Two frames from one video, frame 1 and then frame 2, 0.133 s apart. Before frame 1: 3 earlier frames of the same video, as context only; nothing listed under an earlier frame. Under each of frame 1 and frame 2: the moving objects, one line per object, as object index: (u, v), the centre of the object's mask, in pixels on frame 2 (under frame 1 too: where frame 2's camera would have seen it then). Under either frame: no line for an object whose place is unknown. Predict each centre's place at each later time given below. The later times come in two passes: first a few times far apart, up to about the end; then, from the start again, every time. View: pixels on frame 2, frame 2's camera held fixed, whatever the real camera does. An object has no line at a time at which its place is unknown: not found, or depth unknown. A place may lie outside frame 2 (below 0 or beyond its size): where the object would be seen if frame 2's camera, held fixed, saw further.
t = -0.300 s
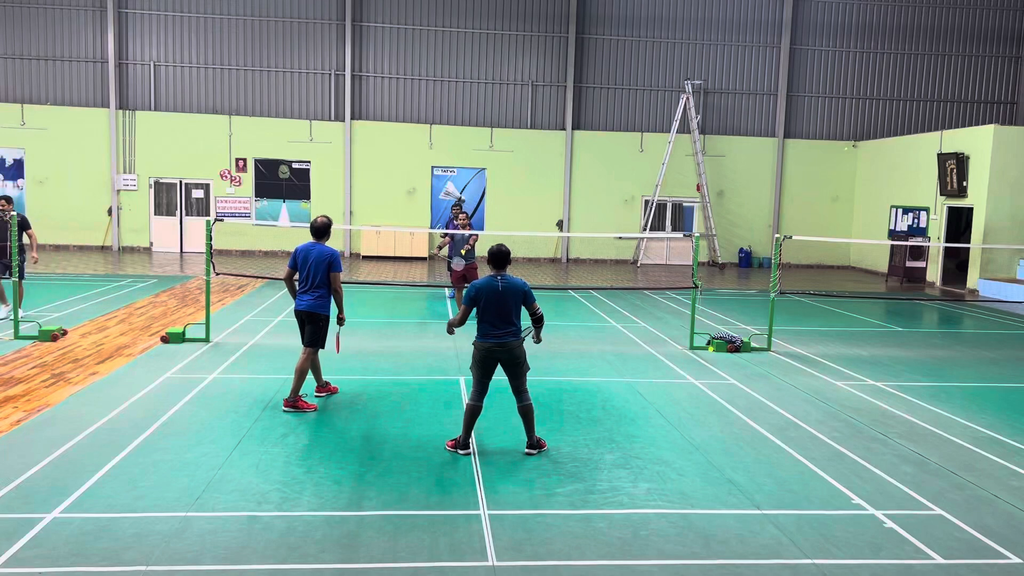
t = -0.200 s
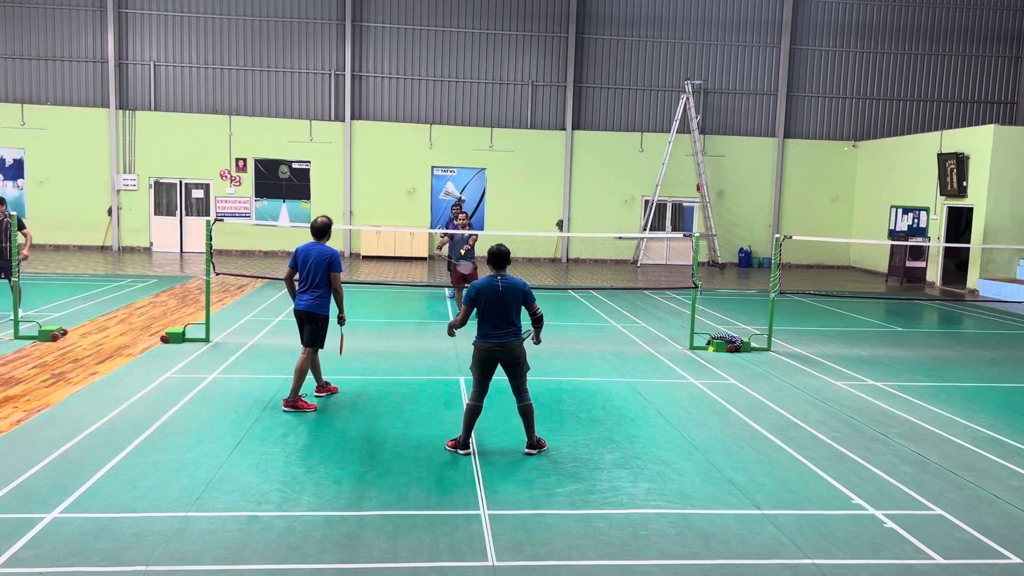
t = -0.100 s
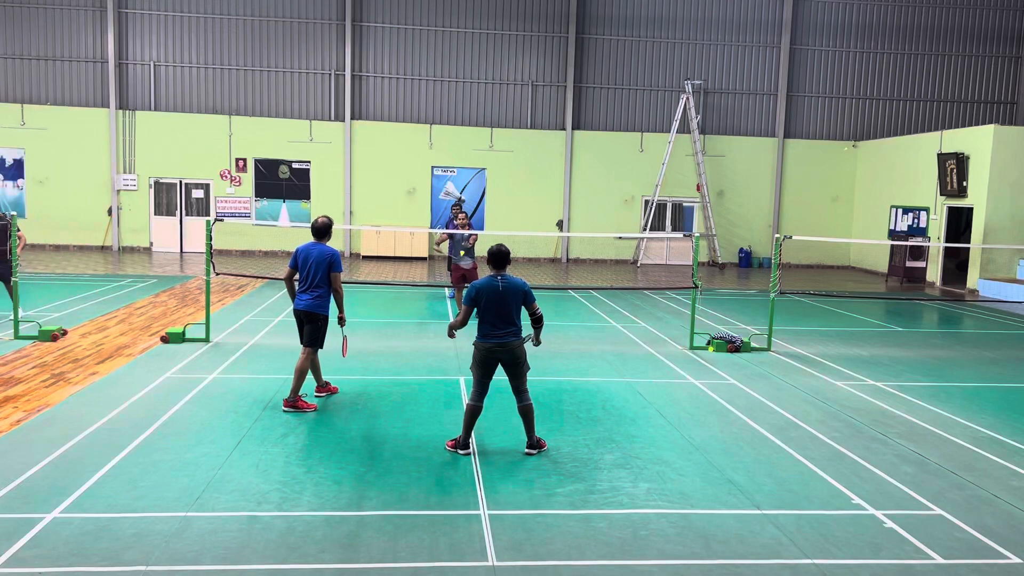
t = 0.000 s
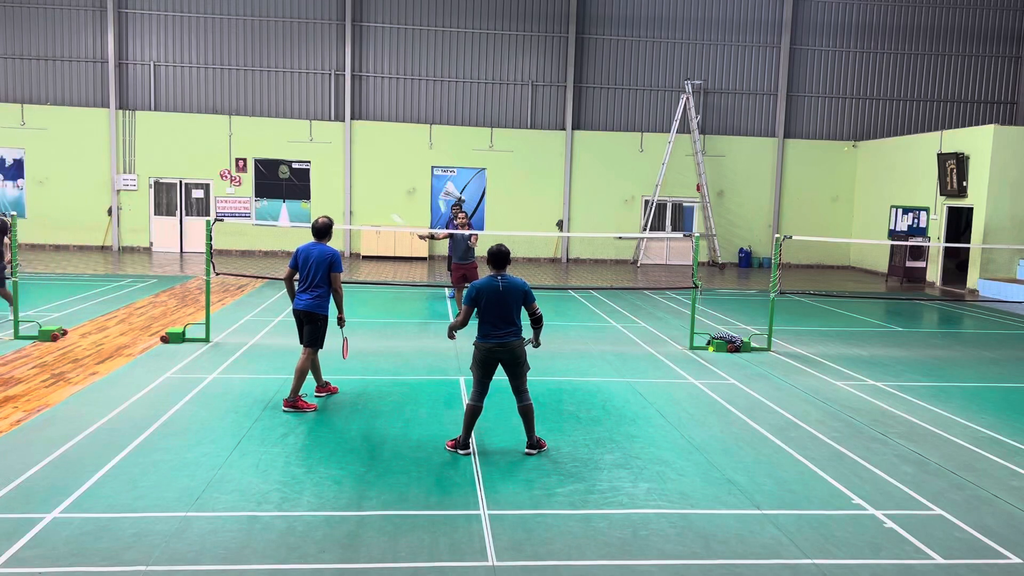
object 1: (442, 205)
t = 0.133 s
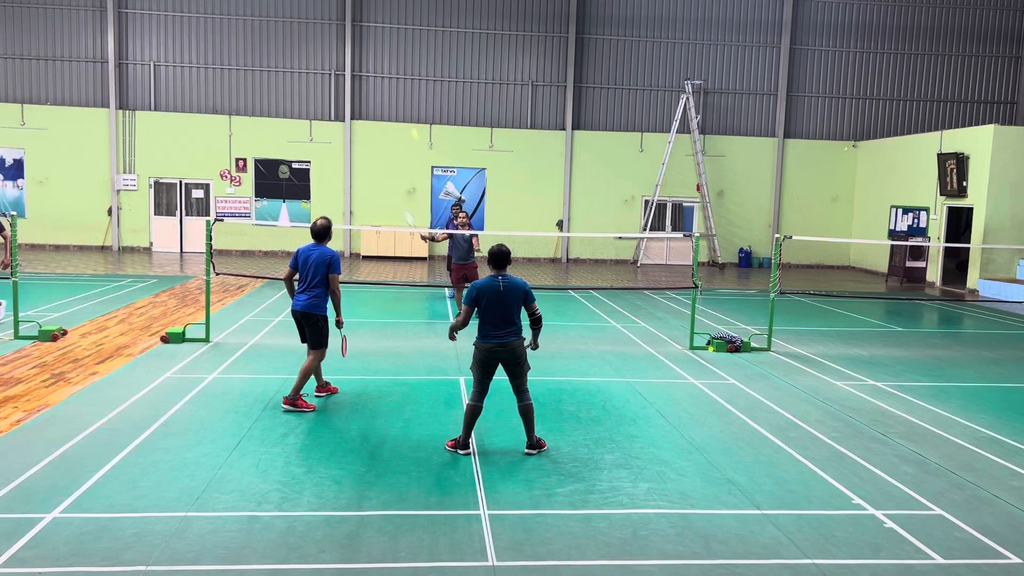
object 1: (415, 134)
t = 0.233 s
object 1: (394, 93)
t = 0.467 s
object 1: (347, 37)
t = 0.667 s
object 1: (304, 33)
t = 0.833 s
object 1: (268, 66)
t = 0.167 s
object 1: (408, 119)
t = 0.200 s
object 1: (401, 106)
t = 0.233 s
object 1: (394, 93)
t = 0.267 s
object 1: (387, 81)
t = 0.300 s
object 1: (380, 71)
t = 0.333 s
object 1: (374, 62)
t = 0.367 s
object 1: (367, 54)
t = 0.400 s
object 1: (360, 47)
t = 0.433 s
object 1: (353, 41)
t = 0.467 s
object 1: (347, 37)
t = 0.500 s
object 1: (340, 33)
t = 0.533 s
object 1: (333, 31)
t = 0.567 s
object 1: (326, 29)
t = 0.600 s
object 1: (318, 30)
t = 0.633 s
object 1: (311, 31)
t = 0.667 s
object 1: (304, 33)
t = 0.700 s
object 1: (297, 37)
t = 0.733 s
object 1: (290, 42)
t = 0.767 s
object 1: (282, 49)
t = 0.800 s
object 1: (275, 57)
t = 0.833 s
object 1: (268, 66)
